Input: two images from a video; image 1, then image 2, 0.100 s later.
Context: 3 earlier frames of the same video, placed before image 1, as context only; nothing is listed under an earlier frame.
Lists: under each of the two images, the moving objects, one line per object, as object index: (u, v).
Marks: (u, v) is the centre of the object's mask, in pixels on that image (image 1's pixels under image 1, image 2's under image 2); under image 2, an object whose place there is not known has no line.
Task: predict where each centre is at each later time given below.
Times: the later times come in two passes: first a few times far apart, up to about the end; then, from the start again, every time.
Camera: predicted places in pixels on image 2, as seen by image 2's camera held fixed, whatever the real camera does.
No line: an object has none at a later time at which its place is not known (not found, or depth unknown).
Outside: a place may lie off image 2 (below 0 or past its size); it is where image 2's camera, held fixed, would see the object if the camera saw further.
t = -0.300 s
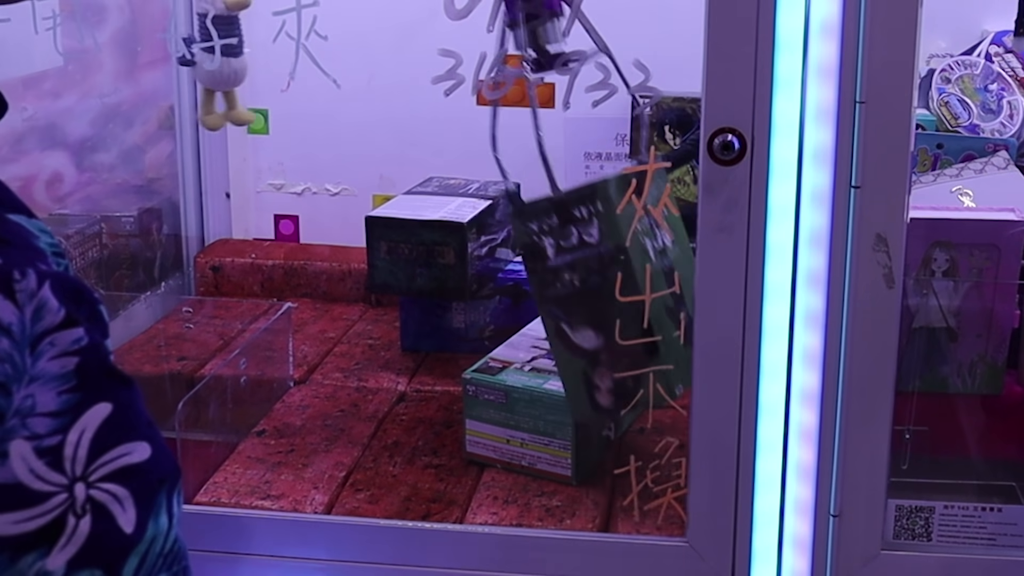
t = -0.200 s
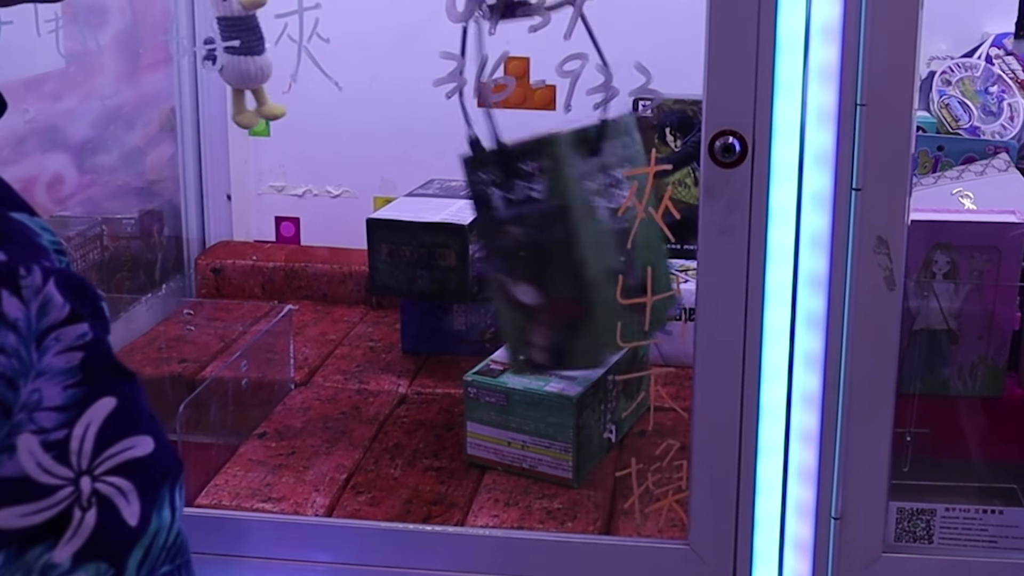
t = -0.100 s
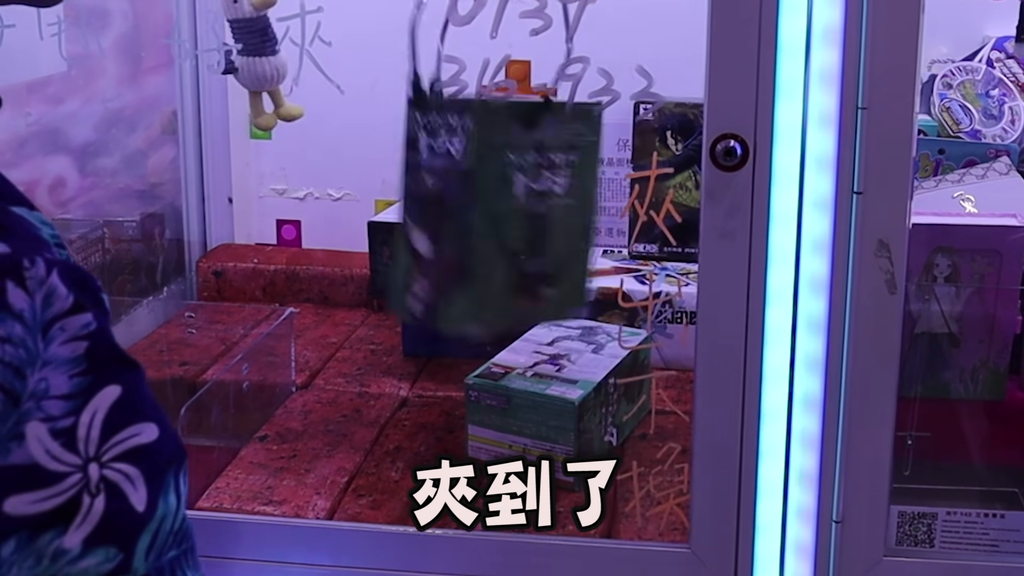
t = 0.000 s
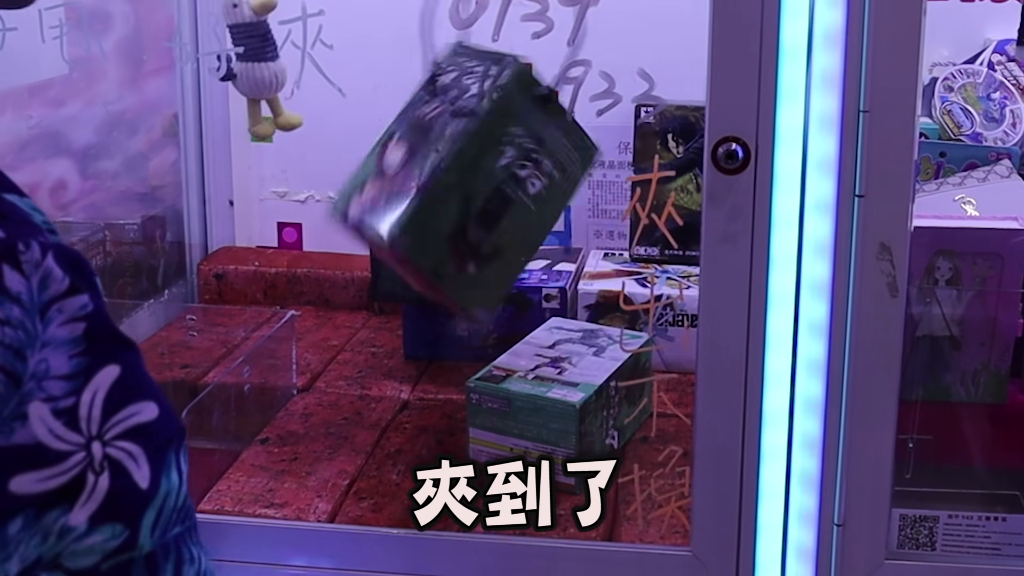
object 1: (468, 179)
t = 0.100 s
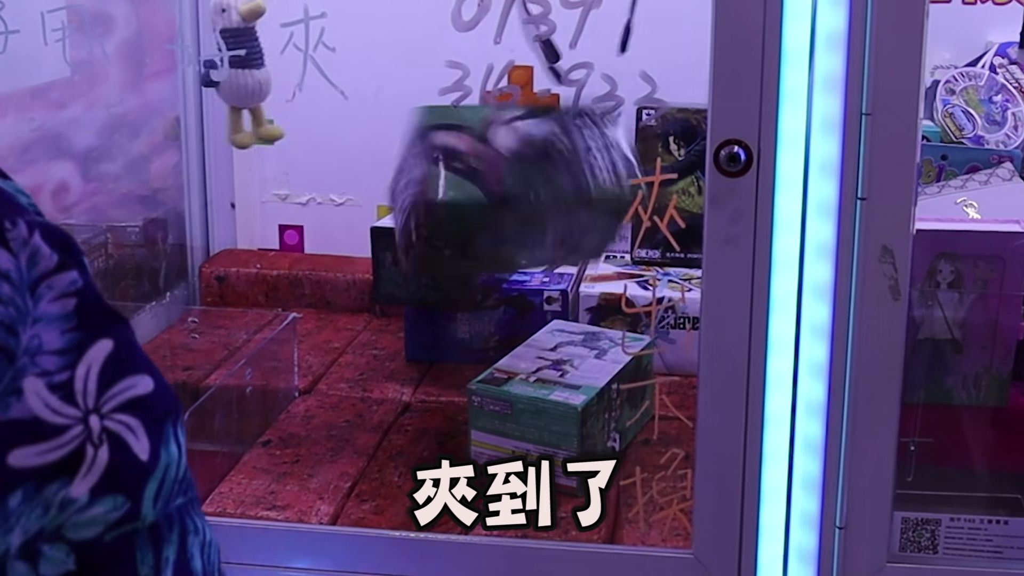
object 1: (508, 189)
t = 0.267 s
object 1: (571, 260)
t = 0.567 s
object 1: (592, 261)
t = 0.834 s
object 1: (537, 295)
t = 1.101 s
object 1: (399, 354)
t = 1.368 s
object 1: (310, 356)
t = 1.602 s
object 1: (310, 359)
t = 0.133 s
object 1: (520, 207)
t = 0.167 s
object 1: (539, 235)
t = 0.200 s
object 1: (556, 258)
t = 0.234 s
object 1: (564, 258)
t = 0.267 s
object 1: (571, 260)
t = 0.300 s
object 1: (579, 262)
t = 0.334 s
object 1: (585, 262)
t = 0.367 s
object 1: (589, 262)
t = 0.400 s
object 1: (591, 262)
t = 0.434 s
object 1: (592, 260)
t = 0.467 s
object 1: (593, 259)
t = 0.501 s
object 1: (594, 260)
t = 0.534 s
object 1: (593, 260)
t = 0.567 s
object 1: (592, 261)
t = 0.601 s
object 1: (589, 261)
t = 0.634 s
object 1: (587, 262)
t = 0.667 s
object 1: (583, 264)
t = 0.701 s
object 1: (578, 266)
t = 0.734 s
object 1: (570, 269)
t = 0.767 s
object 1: (562, 274)
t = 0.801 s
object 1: (552, 282)
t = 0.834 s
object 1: (537, 295)
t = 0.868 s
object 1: (521, 310)
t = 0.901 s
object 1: (501, 324)
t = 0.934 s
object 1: (483, 327)
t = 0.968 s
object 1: (465, 327)
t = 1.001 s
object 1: (446, 328)
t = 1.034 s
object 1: (429, 339)
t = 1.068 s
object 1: (412, 350)
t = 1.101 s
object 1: (399, 354)
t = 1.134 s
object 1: (387, 356)
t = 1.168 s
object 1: (375, 358)
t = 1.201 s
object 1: (360, 361)
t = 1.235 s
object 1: (347, 361)
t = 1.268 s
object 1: (334, 361)
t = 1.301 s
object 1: (323, 361)
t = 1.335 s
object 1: (315, 360)
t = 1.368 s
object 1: (310, 356)
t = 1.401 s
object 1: (306, 351)
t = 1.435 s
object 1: (303, 351)
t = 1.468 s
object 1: (300, 353)
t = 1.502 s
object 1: (298, 356)
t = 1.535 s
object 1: (300, 357)
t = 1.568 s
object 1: (303, 358)
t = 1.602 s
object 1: (310, 359)
